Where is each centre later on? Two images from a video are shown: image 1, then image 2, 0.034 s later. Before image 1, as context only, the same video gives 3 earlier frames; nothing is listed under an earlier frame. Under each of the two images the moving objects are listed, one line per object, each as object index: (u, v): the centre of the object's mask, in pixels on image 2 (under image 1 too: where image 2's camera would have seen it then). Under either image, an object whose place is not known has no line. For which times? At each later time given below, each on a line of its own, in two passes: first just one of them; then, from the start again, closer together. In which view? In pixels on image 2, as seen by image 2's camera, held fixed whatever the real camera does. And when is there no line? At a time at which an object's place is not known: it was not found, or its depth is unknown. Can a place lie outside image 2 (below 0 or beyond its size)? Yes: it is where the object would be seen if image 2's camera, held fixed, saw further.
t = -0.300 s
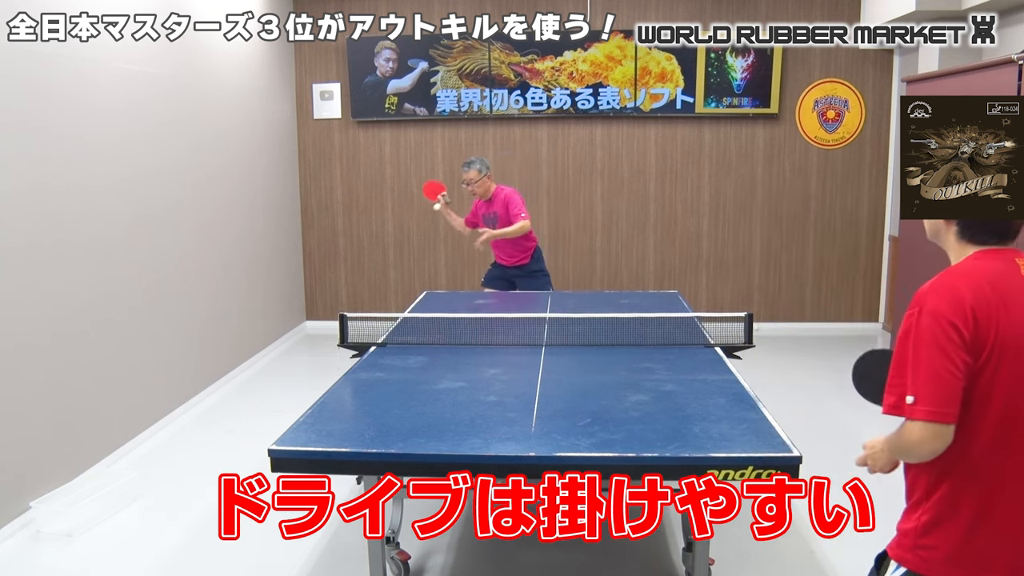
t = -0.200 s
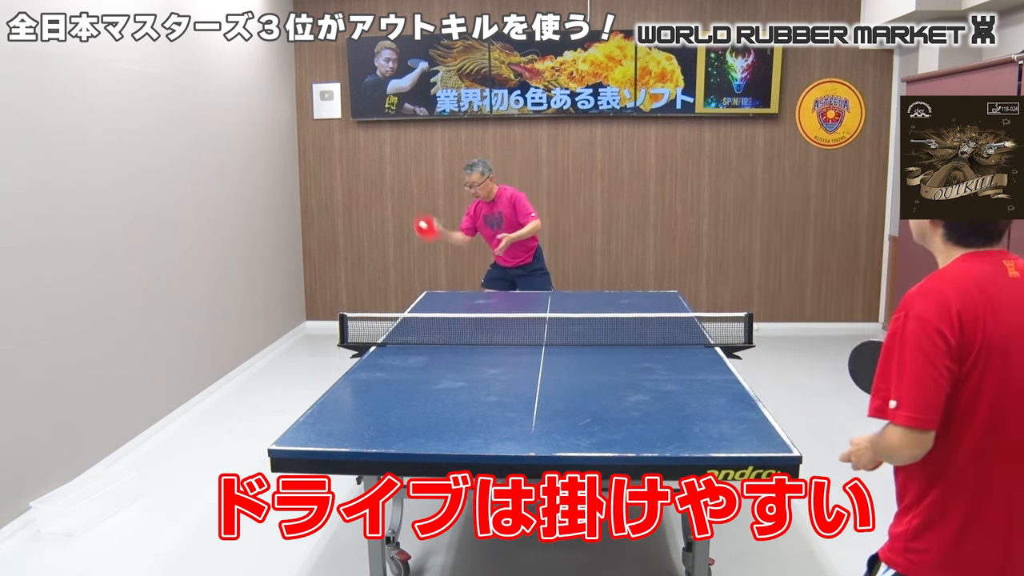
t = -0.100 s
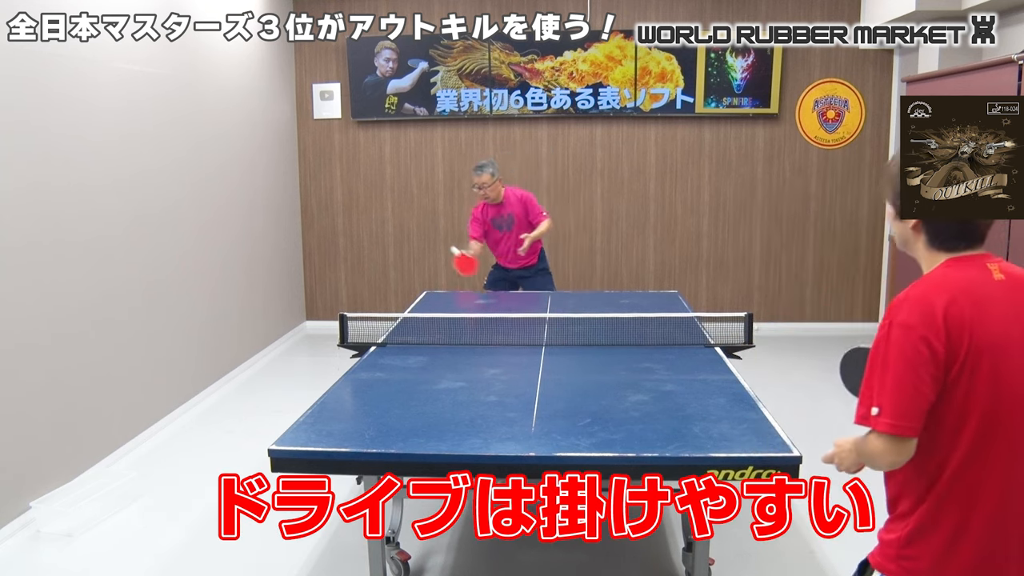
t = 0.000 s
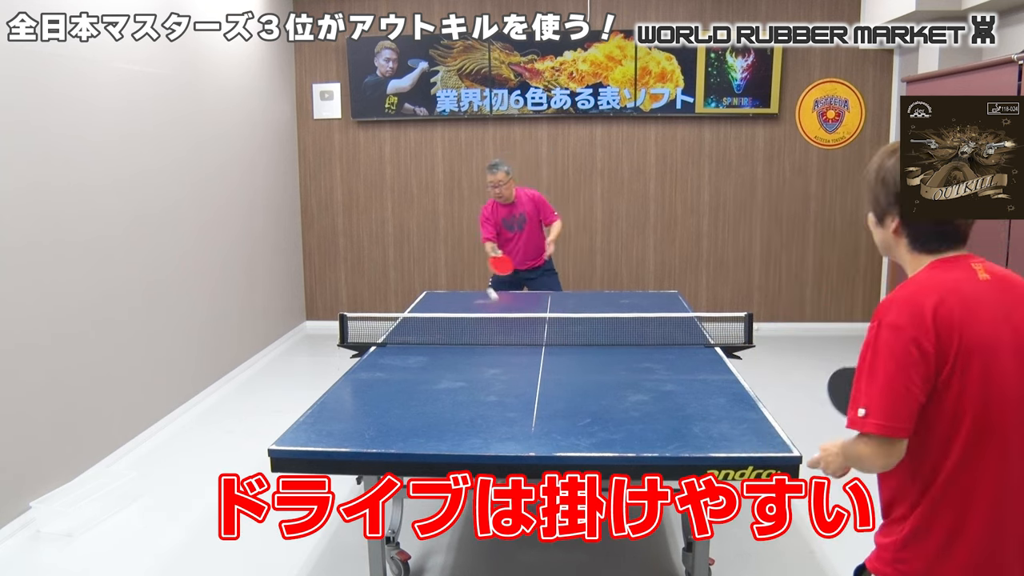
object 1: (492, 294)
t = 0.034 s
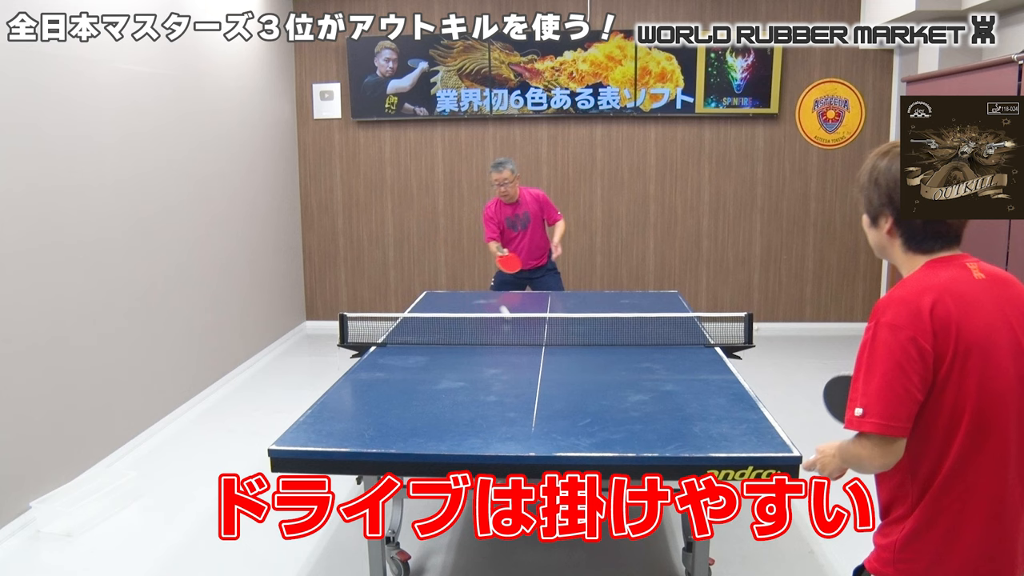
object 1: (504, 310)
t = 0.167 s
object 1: (553, 307)
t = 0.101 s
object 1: (528, 309)
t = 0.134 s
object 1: (540, 307)
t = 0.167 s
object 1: (553, 307)
